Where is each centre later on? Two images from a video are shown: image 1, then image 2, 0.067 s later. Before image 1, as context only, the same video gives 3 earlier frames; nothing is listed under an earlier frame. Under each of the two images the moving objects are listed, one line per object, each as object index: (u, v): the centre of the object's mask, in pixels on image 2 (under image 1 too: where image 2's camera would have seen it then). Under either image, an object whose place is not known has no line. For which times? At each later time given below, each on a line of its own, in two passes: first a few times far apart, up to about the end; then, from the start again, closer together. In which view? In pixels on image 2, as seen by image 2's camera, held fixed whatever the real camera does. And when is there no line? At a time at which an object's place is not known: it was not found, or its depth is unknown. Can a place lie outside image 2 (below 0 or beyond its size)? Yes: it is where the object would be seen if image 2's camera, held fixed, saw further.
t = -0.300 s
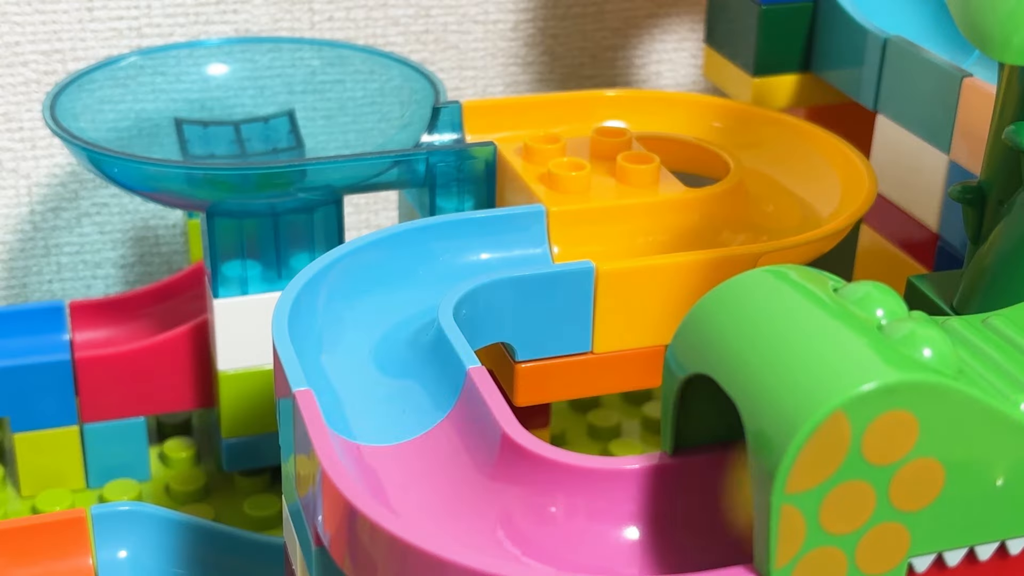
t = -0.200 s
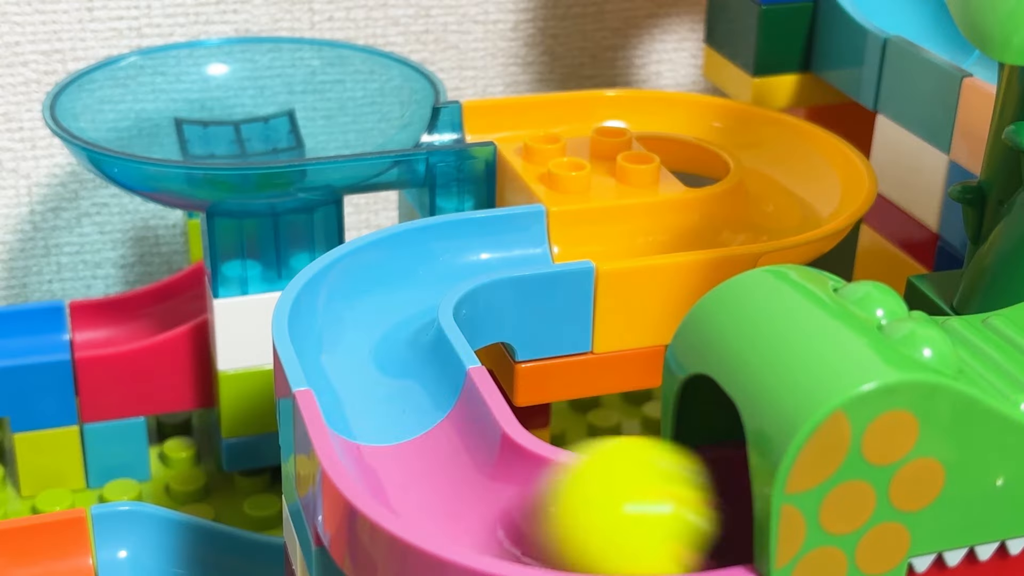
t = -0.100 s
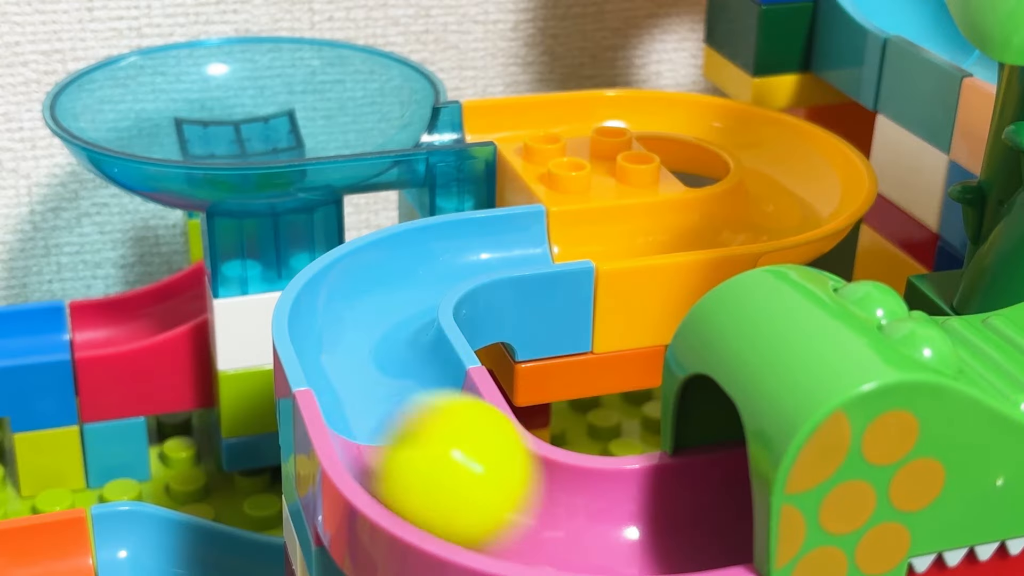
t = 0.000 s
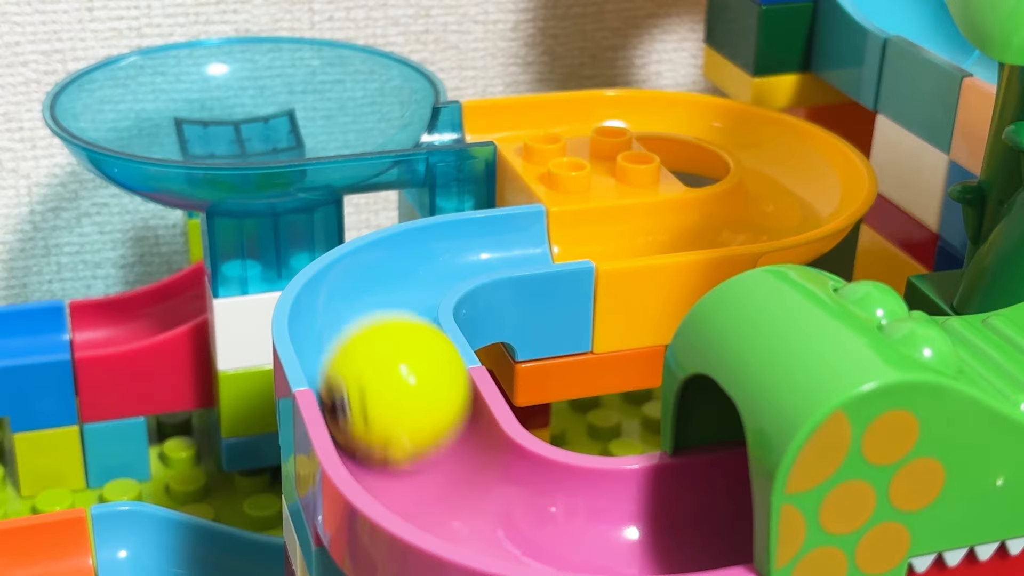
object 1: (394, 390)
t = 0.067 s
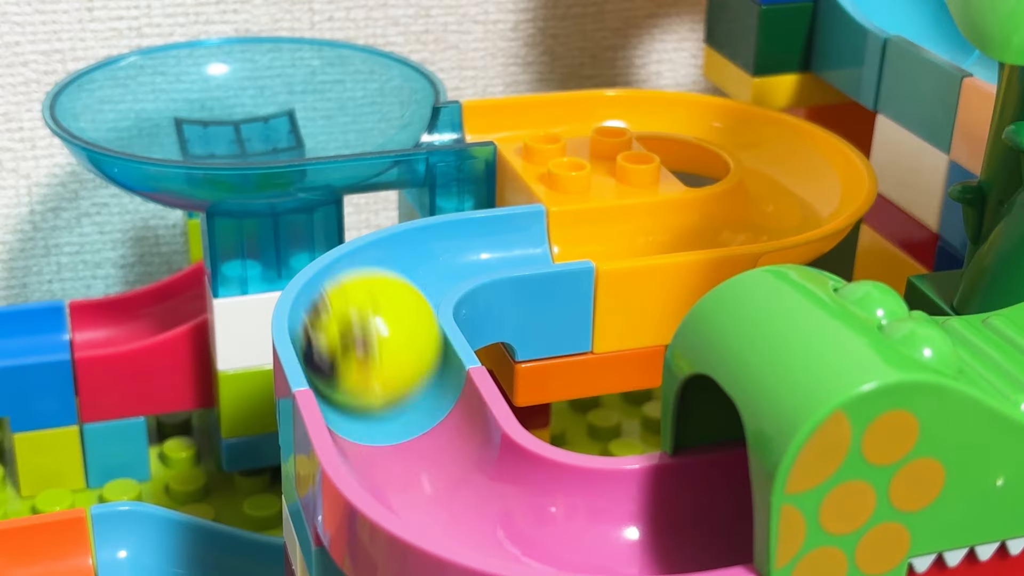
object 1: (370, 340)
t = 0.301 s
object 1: (538, 227)
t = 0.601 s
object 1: (804, 178)
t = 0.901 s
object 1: (614, 99)
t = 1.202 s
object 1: (378, 119)
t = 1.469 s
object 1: (142, 79)
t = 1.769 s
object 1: (341, 123)
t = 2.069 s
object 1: (159, 102)
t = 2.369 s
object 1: (292, 133)
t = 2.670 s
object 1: (198, 108)
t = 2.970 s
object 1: (226, 133)
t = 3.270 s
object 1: (251, 150)
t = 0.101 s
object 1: (361, 317)
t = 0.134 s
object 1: (369, 295)
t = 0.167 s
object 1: (389, 275)
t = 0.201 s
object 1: (419, 258)
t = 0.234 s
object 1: (454, 242)
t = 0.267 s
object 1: (497, 232)
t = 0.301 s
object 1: (538, 227)
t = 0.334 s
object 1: (580, 225)
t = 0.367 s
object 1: (623, 221)
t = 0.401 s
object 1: (659, 216)
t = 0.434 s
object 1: (699, 212)
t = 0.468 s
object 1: (733, 208)
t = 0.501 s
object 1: (763, 203)
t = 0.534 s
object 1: (784, 196)
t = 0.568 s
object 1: (797, 187)
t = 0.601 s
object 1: (804, 178)
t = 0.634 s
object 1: (802, 167)
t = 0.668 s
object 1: (792, 153)
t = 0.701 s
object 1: (779, 142)
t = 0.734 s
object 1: (759, 129)
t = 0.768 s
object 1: (735, 117)
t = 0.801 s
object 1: (706, 107)
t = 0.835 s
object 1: (675, 102)
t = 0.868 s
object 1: (644, 99)
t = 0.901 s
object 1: (614, 99)
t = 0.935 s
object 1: (587, 101)
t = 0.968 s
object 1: (561, 103)
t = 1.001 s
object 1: (534, 107)
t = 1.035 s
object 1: (505, 109)
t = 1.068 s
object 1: (478, 111)
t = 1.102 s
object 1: (453, 112)
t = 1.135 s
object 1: (429, 114)
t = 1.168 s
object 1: (404, 116)
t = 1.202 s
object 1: (378, 119)
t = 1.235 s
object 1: (351, 121)
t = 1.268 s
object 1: (320, 125)
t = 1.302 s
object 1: (288, 133)
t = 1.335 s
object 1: (249, 136)
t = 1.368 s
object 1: (212, 133)
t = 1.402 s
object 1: (175, 122)
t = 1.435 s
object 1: (150, 102)
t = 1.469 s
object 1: (142, 79)
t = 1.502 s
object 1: (151, 73)
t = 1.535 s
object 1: (176, 84)
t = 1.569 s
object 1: (211, 101)
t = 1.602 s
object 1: (247, 114)
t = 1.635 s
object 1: (279, 120)
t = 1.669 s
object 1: (307, 121)
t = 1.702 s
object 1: (328, 122)
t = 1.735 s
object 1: (341, 122)
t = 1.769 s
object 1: (341, 123)
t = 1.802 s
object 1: (329, 127)
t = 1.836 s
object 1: (307, 131)
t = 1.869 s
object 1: (280, 134)
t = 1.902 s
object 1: (250, 135)
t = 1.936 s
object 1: (220, 133)
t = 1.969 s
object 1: (194, 128)
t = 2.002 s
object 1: (173, 121)
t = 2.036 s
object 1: (161, 111)
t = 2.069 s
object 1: (159, 102)
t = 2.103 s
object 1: (168, 100)
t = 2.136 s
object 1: (186, 104)
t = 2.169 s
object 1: (212, 110)
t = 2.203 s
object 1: (240, 116)
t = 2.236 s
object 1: (267, 122)
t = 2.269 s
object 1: (285, 127)
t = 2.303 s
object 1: (292, 130)
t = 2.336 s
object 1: (294, 132)
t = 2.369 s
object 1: (292, 133)
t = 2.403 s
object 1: (284, 135)
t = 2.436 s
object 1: (271, 136)
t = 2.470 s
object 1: (254, 137)
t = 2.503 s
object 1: (238, 137)
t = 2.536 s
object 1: (222, 135)
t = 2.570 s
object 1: (209, 131)
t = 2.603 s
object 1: (201, 125)
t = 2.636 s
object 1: (196, 118)
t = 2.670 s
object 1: (198, 108)
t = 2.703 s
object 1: (204, 100)
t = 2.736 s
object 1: (215, 96)
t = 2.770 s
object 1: (229, 98)
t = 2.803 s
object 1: (245, 105)
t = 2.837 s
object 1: (259, 113)
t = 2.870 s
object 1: (270, 121)
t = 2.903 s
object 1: (273, 131)
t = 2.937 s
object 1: (251, 135)
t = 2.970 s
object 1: (226, 133)
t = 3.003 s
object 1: (216, 131)
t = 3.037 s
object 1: (217, 130)
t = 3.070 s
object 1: (230, 131)
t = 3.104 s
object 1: (255, 139)
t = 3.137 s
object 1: (244, 139)
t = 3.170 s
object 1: (254, 140)
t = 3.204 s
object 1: (252, 144)
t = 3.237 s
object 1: (251, 146)
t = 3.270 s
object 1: (251, 150)
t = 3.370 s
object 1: (189, 278)
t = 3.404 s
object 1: (165, 297)
